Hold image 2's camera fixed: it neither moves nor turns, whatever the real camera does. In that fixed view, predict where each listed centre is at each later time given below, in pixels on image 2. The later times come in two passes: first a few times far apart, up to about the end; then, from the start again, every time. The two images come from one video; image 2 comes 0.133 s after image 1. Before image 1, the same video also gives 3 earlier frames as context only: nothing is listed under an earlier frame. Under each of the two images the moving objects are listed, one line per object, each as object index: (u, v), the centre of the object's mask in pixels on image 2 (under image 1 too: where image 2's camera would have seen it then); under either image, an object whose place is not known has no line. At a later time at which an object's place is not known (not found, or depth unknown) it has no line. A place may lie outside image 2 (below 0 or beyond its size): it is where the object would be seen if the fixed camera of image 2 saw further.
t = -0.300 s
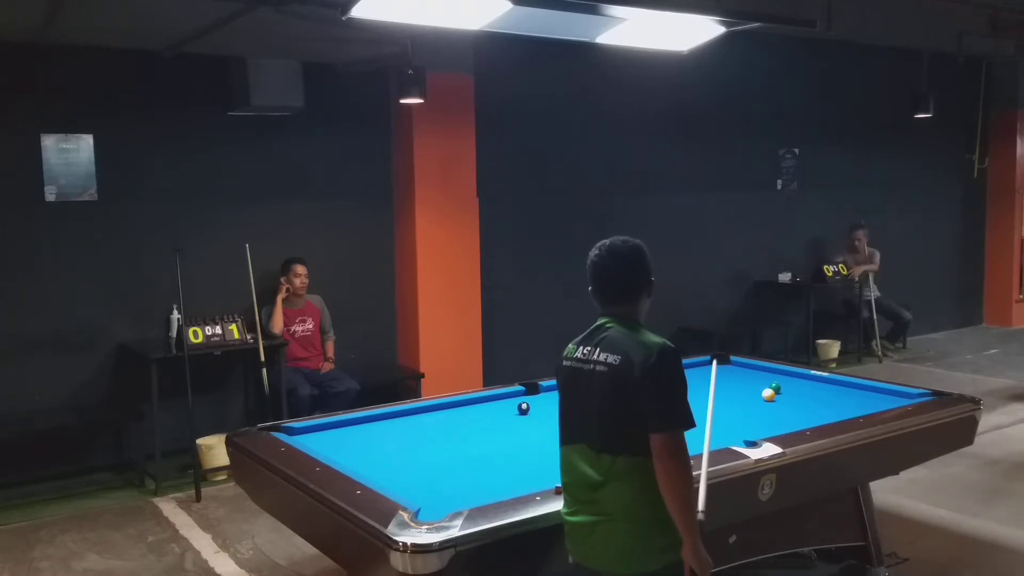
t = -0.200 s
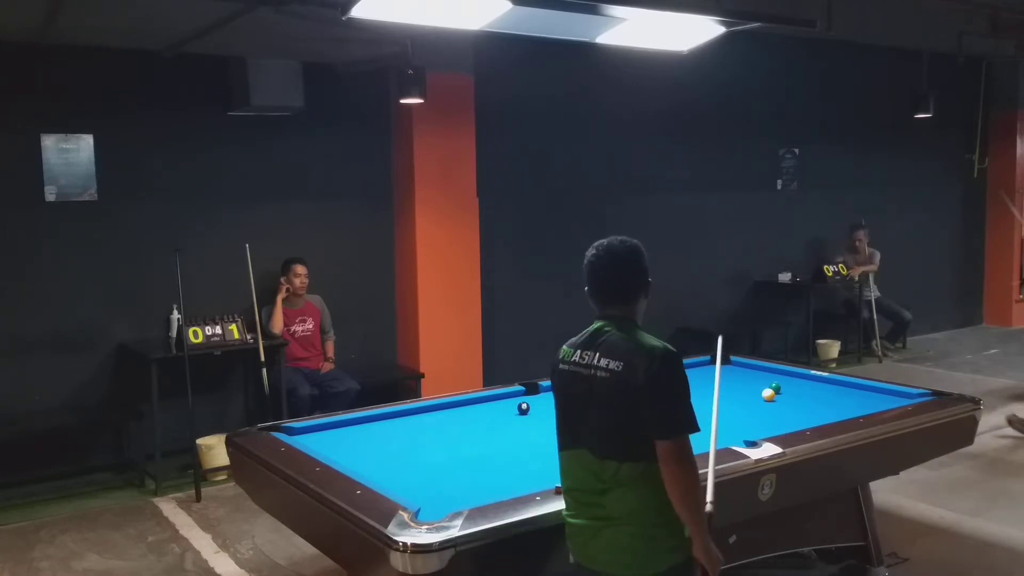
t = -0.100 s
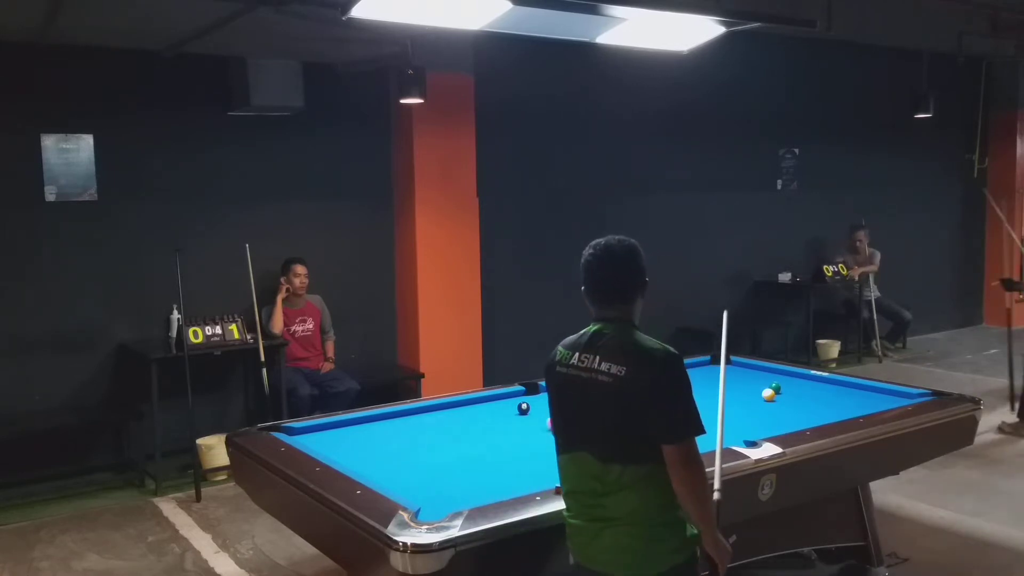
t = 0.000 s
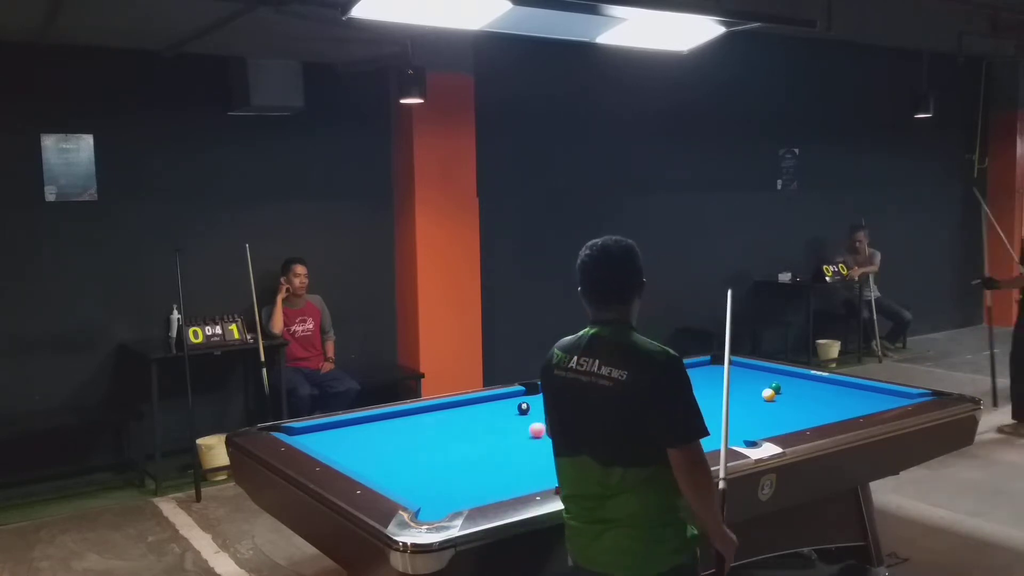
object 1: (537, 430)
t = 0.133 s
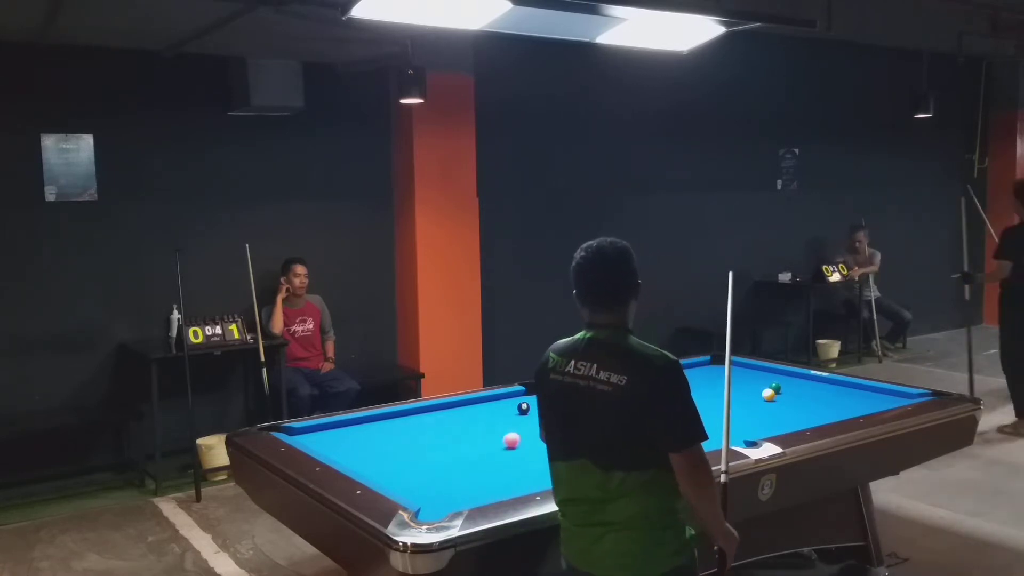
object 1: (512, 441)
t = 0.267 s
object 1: (484, 452)
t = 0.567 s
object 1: (414, 481)
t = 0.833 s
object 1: (454, 489)
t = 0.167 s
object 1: (505, 444)
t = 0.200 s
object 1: (498, 446)
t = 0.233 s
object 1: (491, 449)
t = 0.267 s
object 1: (484, 452)
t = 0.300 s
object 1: (477, 455)
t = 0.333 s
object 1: (470, 458)
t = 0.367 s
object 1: (462, 461)
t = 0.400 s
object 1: (455, 464)
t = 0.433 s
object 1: (447, 467)
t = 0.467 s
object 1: (439, 471)
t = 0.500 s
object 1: (431, 474)
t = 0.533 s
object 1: (423, 477)
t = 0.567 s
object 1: (414, 481)
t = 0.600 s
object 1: (406, 484)
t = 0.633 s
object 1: (398, 486)
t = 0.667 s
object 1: (402, 487)
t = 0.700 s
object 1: (413, 489)
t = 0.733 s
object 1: (423, 489)
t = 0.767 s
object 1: (433, 489)
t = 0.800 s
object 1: (443, 489)
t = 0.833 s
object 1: (454, 489)
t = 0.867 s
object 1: (464, 489)
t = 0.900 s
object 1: (474, 489)
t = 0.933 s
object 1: (484, 489)
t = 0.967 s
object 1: (494, 489)
